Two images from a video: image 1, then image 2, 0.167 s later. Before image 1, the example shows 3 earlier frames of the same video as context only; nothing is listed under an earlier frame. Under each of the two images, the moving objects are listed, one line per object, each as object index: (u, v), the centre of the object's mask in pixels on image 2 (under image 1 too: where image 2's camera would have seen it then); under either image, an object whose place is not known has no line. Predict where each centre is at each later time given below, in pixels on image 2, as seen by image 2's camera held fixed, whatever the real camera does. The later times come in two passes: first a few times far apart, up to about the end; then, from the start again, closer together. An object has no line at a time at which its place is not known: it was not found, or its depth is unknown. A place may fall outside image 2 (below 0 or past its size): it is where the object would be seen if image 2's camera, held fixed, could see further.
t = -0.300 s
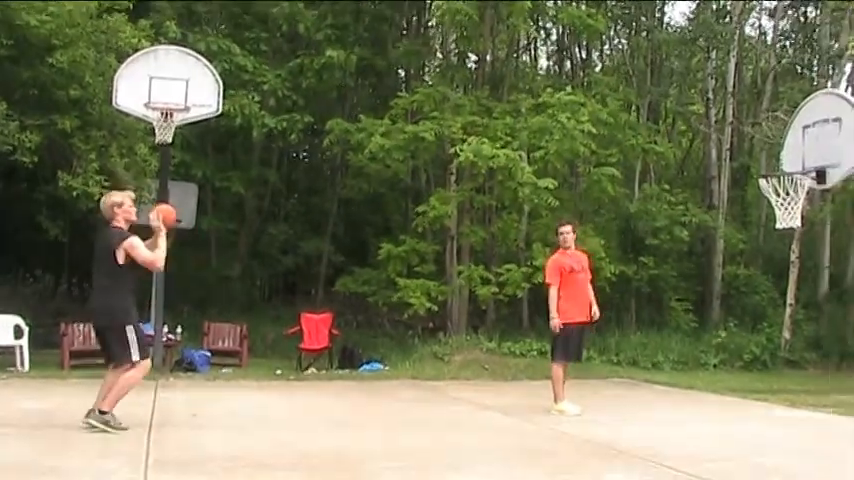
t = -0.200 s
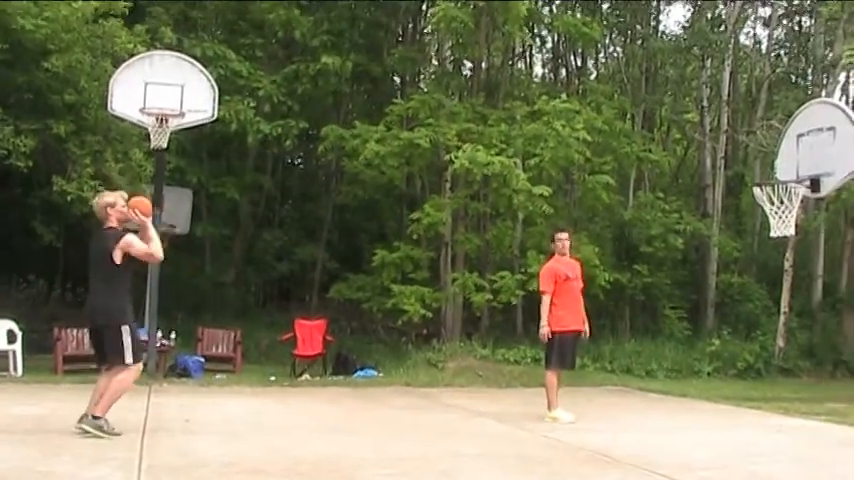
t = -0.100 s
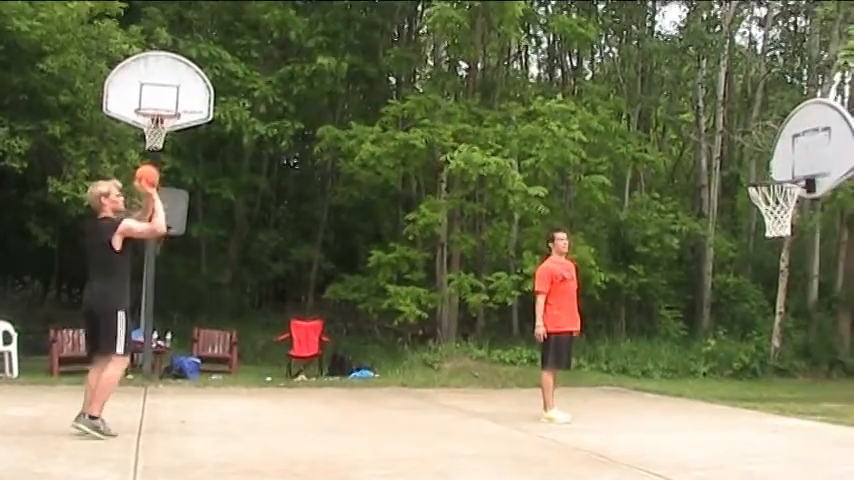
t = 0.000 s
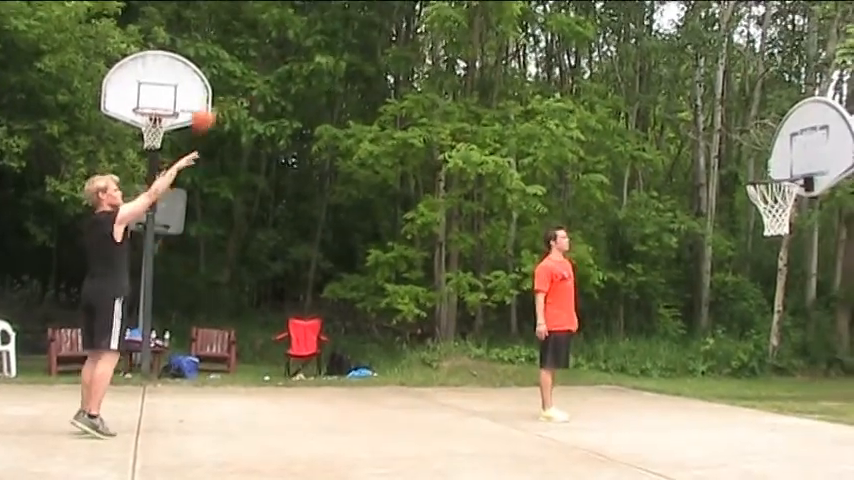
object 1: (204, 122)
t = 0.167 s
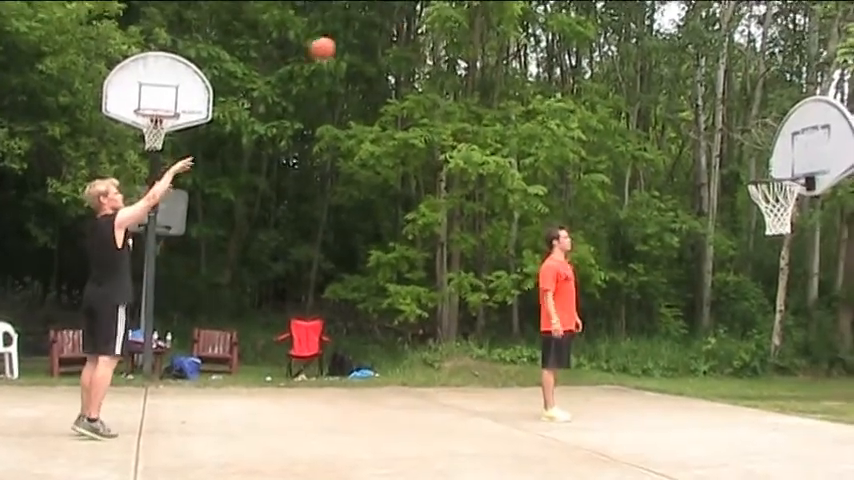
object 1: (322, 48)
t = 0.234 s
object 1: (367, 33)
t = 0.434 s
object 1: (490, 16)
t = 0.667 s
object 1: (620, 58)
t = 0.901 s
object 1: (731, 156)
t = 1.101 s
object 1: (736, 121)
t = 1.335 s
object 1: (721, 92)
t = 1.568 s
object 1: (705, 122)
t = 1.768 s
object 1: (691, 196)
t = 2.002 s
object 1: (673, 340)
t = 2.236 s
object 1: (664, 340)
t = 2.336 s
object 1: (663, 292)
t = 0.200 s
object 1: (345, 39)
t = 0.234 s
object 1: (367, 33)
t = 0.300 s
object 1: (409, 21)
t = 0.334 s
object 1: (432, 18)
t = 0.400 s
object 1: (471, 15)
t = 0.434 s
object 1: (490, 16)
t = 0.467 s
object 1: (510, 18)
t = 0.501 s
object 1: (529, 23)
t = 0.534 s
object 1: (548, 27)
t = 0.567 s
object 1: (567, 34)
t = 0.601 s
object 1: (584, 40)
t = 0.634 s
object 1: (603, 49)
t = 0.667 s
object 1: (620, 58)
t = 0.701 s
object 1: (636, 69)
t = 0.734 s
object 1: (653, 81)
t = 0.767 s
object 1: (668, 94)
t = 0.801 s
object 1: (685, 108)
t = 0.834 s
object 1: (700, 123)
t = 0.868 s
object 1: (717, 139)
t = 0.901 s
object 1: (731, 156)
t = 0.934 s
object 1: (745, 172)
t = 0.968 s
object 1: (744, 164)
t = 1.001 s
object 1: (742, 152)
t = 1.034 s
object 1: (740, 140)
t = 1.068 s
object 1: (738, 130)
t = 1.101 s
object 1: (736, 121)
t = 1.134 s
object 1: (733, 114)
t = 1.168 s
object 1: (732, 108)
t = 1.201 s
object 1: (730, 101)
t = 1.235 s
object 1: (727, 98)
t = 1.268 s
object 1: (725, 95)
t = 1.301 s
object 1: (723, 93)
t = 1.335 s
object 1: (721, 92)
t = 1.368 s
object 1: (719, 92)
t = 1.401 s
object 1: (716, 94)
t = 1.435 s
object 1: (714, 97)
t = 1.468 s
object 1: (711, 101)
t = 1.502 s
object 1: (709, 106)
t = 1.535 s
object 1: (707, 114)
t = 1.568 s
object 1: (705, 122)
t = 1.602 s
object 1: (703, 131)
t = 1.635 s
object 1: (701, 141)
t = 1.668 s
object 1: (699, 152)
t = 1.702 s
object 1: (696, 165)
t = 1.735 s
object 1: (695, 180)
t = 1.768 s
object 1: (691, 196)
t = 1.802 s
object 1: (689, 212)
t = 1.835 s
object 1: (687, 231)
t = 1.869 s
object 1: (684, 250)
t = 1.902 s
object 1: (681, 271)
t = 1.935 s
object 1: (678, 293)
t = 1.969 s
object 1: (676, 317)
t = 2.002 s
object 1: (673, 340)
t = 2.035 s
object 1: (670, 365)
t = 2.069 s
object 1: (666, 391)
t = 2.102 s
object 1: (664, 420)
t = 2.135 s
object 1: (663, 400)
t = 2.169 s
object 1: (664, 379)
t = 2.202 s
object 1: (664, 360)
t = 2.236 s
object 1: (664, 340)
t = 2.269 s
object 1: (664, 322)
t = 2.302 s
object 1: (664, 307)
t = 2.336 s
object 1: (663, 292)
